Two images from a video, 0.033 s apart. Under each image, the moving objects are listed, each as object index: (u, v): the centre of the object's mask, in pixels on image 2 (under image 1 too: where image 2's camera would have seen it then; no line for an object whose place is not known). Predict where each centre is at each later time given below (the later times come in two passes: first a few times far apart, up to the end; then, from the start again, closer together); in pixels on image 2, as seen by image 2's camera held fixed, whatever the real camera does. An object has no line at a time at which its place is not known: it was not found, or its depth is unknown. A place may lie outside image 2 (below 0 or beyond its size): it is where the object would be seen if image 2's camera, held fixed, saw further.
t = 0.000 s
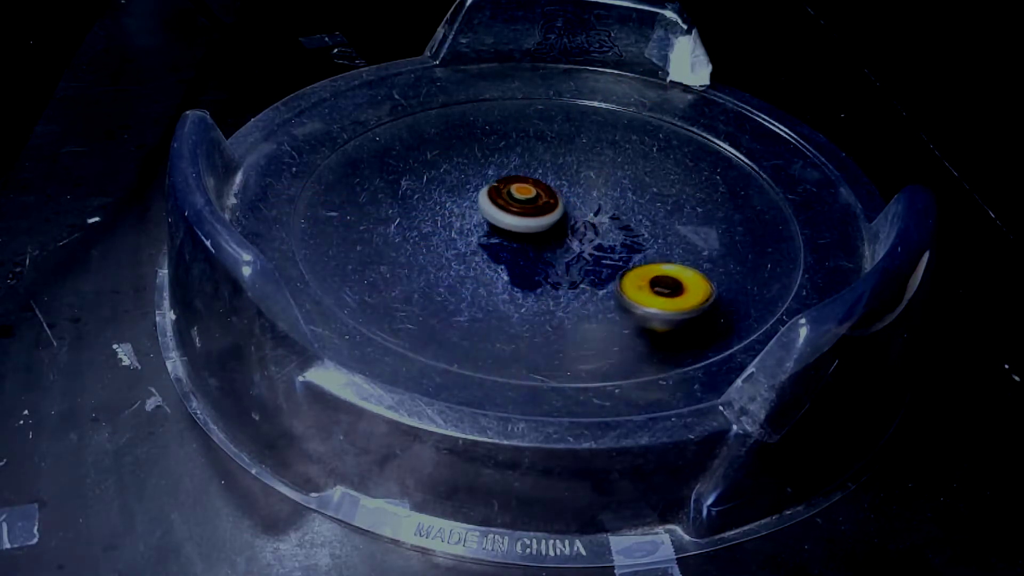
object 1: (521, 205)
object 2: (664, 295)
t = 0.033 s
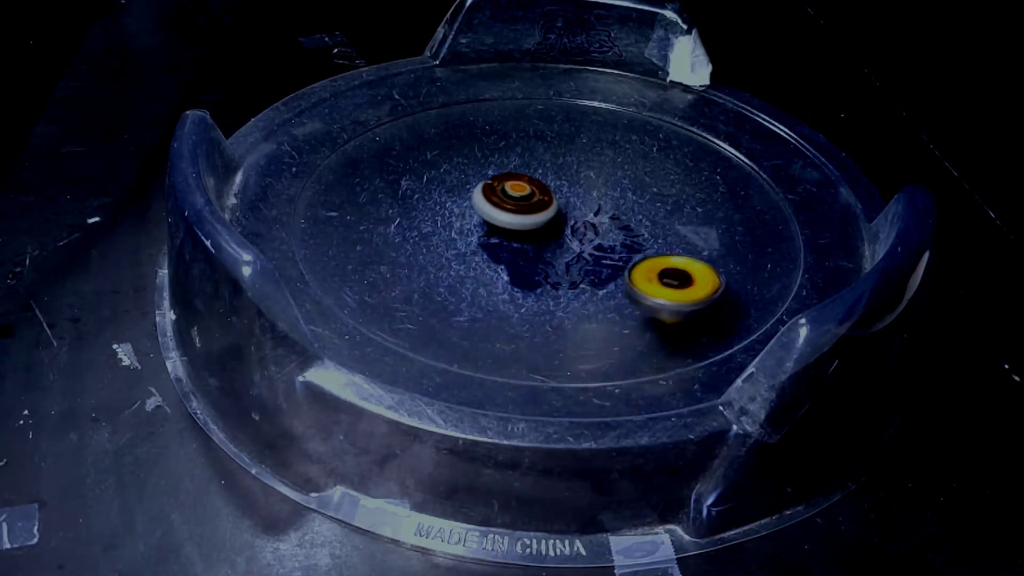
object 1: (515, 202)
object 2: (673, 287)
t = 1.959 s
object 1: (522, 224)
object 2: (662, 235)
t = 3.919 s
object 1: (458, 232)
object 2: (574, 254)
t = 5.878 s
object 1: (554, 228)
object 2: (654, 218)
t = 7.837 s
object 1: (476, 144)
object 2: (496, 321)
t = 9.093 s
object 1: (624, 227)
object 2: (445, 156)
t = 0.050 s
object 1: (512, 201)
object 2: (676, 282)
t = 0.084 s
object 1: (506, 199)
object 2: (681, 273)
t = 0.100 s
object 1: (503, 199)
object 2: (682, 268)
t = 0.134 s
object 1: (497, 198)
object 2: (682, 258)
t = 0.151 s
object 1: (494, 198)
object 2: (681, 253)
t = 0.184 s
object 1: (489, 199)
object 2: (676, 243)
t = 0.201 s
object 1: (487, 199)
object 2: (673, 238)
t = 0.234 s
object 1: (483, 200)
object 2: (665, 229)
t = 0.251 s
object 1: (482, 200)
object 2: (659, 225)
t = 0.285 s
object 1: (479, 202)
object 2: (648, 216)
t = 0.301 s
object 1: (478, 202)
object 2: (641, 212)
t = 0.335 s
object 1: (476, 204)
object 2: (626, 204)
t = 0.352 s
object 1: (476, 205)
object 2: (618, 200)
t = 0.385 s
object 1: (476, 207)
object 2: (601, 193)
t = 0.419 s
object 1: (477, 209)
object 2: (584, 187)
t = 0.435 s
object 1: (478, 210)
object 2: (576, 184)
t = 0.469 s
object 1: (480, 212)
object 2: (558, 180)
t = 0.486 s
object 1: (481, 213)
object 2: (548, 177)
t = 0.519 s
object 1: (481, 217)
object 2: (533, 170)
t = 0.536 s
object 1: (481, 220)
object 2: (526, 168)
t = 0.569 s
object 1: (484, 222)
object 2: (510, 163)
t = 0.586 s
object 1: (486, 223)
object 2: (503, 162)
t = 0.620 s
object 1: (491, 224)
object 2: (486, 161)
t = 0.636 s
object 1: (494, 225)
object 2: (478, 161)
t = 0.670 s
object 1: (501, 225)
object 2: (464, 163)
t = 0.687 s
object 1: (504, 225)
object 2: (457, 163)
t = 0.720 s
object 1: (512, 225)
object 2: (445, 165)
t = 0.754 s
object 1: (519, 225)
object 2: (436, 168)
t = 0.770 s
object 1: (522, 224)
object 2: (432, 170)
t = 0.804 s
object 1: (529, 223)
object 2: (426, 174)
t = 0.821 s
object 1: (532, 223)
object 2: (424, 176)
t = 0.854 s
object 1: (538, 221)
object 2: (420, 181)
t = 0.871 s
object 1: (540, 220)
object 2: (418, 184)
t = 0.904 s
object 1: (544, 218)
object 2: (417, 189)
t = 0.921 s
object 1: (546, 217)
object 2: (416, 192)
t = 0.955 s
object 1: (549, 214)
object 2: (417, 197)
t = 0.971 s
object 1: (551, 213)
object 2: (418, 200)
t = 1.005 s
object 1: (553, 210)
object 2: (420, 206)
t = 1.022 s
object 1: (554, 209)
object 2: (422, 209)
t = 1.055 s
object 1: (556, 207)
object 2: (427, 214)
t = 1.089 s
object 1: (557, 205)
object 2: (433, 220)
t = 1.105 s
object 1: (558, 204)
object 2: (436, 223)
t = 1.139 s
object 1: (559, 202)
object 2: (446, 228)
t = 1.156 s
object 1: (559, 201)
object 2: (450, 230)
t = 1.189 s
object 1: (558, 199)
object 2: (461, 235)
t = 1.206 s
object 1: (558, 198)
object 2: (467, 236)
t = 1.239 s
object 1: (557, 197)
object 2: (479, 240)
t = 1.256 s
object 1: (557, 197)
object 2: (485, 241)
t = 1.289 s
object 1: (556, 196)
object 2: (498, 243)
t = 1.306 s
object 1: (555, 195)
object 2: (504, 243)
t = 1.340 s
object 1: (554, 194)
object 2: (515, 242)
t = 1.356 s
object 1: (554, 193)
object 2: (521, 243)
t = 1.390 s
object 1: (552, 191)
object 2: (532, 241)
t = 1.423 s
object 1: (550, 190)
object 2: (543, 239)
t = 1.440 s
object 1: (549, 189)
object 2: (550, 238)
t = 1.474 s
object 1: (547, 182)
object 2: (556, 239)
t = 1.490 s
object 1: (546, 180)
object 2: (559, 247)
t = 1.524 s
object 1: (545, 173)
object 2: (563, 257)
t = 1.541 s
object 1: (545, 171)
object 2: (564, 261)
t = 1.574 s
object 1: (542, 168)
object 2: (565, 266)
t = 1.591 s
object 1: (541, 168)
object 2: (566, 268)
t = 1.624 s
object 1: (537, 170)
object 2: (573, 269)
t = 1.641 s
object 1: (534, 171)
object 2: (578, 270)
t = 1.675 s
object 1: (529, 175)
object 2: (590, 268)
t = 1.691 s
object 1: (526, 179)
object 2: (597, 267)
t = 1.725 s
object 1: (522, 184)
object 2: (611, 265)
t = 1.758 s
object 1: (520, 191)
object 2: (622, 262)
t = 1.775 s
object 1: (519, 193)
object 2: (628, 260)
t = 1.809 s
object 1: (517, 200)
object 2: (639, 256)
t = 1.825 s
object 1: (516, 202)
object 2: (643, 254)
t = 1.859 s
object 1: (516, 208)
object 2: (651, 249)
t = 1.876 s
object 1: (516, 211)
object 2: (654, 247)
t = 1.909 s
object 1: (518, 216)
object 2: (658, 242)
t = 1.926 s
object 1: (519, 219)
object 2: (660, 240)
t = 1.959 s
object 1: (522, 224)
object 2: (662, 235)
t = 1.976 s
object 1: (524, 227)
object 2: (663, 232)
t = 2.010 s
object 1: (528, 232)
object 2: (663, 227)
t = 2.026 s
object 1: (531, 234)
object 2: (662, 225)
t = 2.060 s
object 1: (537, 239)
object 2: (659, 221)
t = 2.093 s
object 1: (543, 243)
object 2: (655, 216)
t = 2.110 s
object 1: (546, 245)
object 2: (653, 214)
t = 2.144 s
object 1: (553, 248)
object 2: (648, 211)
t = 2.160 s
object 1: (556, 250)
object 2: (645, 209)
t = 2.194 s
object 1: (563, 252)
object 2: (639, 206)
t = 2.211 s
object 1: (566, 253)
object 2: (635, 204)
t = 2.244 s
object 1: (573, 254)
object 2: (627, 200)
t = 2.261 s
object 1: (576, 255)
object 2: (623, 199)
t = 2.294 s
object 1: (583, 257)
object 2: (613, 196)
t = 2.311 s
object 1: (586, 257)
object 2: (608, 196)
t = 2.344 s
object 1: (592, 258)
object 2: (599, 195)
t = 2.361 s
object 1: (595, 258)
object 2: (593, 195)
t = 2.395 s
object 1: (599, 258)
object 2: (583, 195)
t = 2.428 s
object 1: (604, 257)
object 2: (571, 196)
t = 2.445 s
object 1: (606, 256)
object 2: (566, 196)
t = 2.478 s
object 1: (610, 256)
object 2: (555, 197)
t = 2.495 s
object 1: (611, 255)
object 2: (551, 198)
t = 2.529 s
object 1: (614, 254)
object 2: (541, 199)
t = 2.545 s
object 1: (615, 253)
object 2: (536, 200)
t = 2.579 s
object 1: (616, 251)
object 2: (526, 203)
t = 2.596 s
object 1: (617, 251)
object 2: (521, 204)
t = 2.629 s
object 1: (616, 249)
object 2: (513, 206)
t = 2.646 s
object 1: (616, 248)
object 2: (510, 208)
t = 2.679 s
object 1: (615, 246)
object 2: (504, 211)
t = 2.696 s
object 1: (614, 245)
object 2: (501, 213)
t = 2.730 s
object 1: (611, 243)
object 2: (497, 217)
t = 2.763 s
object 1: (608, 240)
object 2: (493, 221)
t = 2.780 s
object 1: (606, 240)
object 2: (492, 223)
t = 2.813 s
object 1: (602, 238)
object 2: (490, 226)
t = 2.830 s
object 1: (600, 237)
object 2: (489, 227)
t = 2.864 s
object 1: (594, 235)
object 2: (487, 231)
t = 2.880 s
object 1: (592, 235)
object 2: (486, 233)
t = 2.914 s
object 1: (586, 234)
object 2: (486, 236)
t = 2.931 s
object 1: (583, 233)
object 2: (486, 238)
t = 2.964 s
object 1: (578, 232)
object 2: (487, 241)
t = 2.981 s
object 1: (575, 231)
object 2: (487, 242)
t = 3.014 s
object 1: (576, 228)
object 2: (478, 246)
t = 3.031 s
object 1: (589, 223)
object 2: (458, 249)
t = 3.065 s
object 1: (610, 213)
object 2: (424, 252)
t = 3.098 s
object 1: (624, 203)
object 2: (401, 256)
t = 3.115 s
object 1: (629, 199)
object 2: (392, 258)
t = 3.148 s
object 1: (633, 192)
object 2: (385, 264)
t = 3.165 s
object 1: (632, 190)
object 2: (384, 267)
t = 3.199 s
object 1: (625, 186)
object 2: (384, 274)
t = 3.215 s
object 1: (619, 185)
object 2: (385, 278)
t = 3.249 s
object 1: (606, 183)
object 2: (388, 282)
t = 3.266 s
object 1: (599, 182)
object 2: (391, 285)
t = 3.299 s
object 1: (586, 180)
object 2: (395, 289)
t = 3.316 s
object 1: (579, 179)
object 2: (399, 291)
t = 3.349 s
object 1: (566, 179)
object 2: (404, 294)
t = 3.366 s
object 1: (560, 179)
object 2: (407, 295)
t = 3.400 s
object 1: (547, 179)
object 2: (413, 297)
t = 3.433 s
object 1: (535, 180)
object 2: (421, 299)
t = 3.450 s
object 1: (529, 181)
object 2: (425, 300)
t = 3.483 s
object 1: (518, 182)
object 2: (433, 300)
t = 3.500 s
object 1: (512, 183)
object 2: (437, 300)
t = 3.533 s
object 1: (502, 186)
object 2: (447, 300)
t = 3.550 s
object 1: (497, 188)
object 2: (452, 301)
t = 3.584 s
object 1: (489, 191)
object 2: (465, 301)
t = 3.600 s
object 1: (486, 193)
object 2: (471, 300)
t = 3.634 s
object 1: (479, 198)
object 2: (484, 298)
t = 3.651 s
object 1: (476, 200)
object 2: (489, 297)
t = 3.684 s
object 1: (471, 204)
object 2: (502, 294)
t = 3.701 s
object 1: (470, 207)
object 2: (509, 293)
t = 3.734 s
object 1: (467, 211)
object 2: (518, 289)
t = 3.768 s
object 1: (465, 217)
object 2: (528, 284)
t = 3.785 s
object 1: (465, 219)
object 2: (533, 281)
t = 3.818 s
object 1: (464, 224)
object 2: (540, 275)
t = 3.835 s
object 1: (465, 226)
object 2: (543, 271)
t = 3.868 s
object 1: (466, 230)
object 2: (550, 263)
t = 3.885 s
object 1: (467, 233)
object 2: (552, 259)
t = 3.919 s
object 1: (458, 232)
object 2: (574, 254)
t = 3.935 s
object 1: (453, 232)
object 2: (586, 252)
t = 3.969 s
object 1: (446, 231)
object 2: (609, 245)
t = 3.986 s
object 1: (445, 232)
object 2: (617, 241)
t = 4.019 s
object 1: (445, 234)
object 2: (627, 231)
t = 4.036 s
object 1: (446, 236)
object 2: (631, 225)
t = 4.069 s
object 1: (450, 240)
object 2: (633, 211)
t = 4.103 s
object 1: (456, 244)
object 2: (633, 196)
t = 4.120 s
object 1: (459, 246)
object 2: (632, 189)
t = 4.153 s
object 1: (466, 250)
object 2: (627, 174)
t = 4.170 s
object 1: (470, 252)
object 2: (623, 167)
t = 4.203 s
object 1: (479, 254)
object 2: (615, 153)
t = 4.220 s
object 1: (483, 256)
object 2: (610, 148)
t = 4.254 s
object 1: (492, 258)
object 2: (598, 136)
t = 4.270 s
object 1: (497, 258)
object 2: (592, 131)
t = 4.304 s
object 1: (507, 259)
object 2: (579, 122)
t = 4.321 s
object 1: (512, 259)
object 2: (572, 119)
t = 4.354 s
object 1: (521, 258)
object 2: (559, 113)
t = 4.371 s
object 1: (525, 258)
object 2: (552, 111)
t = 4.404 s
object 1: (533, 256)
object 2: (539, 108)
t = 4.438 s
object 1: (539, 254)
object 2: (528, 106)
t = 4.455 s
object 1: (543, 253)
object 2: (523, 105)
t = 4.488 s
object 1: (549, 250)
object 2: (513, 105)
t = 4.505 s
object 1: (552, 248)
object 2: (507, 105)
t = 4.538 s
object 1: (557, 244)
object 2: (498, 107)
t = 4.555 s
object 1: (560, 242)
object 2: (493, 108)
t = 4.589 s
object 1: (564, 238)
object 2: (484, 111)
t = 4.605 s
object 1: (566, 235)
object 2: (480, 113)
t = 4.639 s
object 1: (568, 231)
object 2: (471, 118)
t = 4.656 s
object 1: (569, 228)
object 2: (468, 121)
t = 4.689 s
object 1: (569, 224)
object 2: (461, 127)
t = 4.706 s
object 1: (569, 222)
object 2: (458, 130)
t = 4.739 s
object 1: (568, 218)
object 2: (453, 138)
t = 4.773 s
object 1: (566, 213)
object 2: (449, 146)
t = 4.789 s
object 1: (565, 212)
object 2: (448, 150)
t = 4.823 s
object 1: (562, 208)
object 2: (448, 159)
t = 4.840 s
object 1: (561, 207)
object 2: (448, 164)
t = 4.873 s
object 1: (557, 204)
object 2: (449, 174)
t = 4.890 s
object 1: (556, 203)
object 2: (450, 179)
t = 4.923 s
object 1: (552, 200)
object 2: (454, 190)
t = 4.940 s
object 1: (551, 199)
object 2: (457, 196)
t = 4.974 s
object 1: (548, 197)
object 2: (464, 206)
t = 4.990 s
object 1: (547, 196)
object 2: (469, 211)
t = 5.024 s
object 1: (545, 194)
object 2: (479, 221)
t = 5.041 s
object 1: (543, 193)
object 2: (486, 226)
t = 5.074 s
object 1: (539, 192)
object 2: (499, 234)
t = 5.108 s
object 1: (533, 192)
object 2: (512, 242)
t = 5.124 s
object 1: (531, 192)
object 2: (520, 244)
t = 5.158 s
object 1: (526, 193)
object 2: (534, 250)
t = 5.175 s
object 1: (525, 194)
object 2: (542, 253)
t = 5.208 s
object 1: (521, 196)
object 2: (557, 256)
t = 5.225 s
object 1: (520, 197)
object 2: (566, 258)
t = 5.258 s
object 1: (515, 197)
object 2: (581, 260)
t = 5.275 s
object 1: (513, 198)
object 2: (588, 261)
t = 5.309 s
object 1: (510, 199)
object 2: (604, 261)
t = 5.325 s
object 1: (510, 200)
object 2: (611, 262)
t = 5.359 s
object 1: (508, 203)
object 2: (626, 261)
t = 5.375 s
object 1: (509, 204)
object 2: (631, 260)
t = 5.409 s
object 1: (509, 206)
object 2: (644, 258)
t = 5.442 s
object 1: (511, 210)
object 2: (654, 256)
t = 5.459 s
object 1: (512, 211)
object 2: (659, 254)
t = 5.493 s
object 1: (515, 214)
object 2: (666, 251)
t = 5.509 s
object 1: (517, 215)
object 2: (669, 249)
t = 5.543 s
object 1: (520, 217)
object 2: (673, 245)
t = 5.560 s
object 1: (521, 218)
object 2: (675, 244)
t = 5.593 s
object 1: (524, 220)
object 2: (678, 241)
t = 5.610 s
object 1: (526, 221)
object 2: (679, 239)
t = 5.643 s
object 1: (530, 223)
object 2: (680, 235)
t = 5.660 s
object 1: (532, 223)
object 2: (680, 234)
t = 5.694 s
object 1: (535, 225)
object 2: (679, 230)
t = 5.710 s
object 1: (537, 225)
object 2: (677, 229)
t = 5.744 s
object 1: (541, 225)
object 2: (675, 226)
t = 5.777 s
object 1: (544, 226)
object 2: (671, 224)
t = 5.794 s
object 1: (545, 227)
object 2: (669, 223)
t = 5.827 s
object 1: (549, 227)
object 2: (664, 220)
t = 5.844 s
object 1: (551, 227)
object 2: (661, 220)
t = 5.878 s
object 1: (554, 228)
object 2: (654, 218)
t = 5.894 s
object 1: (555, 228)
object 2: (651, 217)
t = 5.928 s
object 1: (547, 228)
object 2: (655, 214)
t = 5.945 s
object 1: (538, 228)
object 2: (662, 213)
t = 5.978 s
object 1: (523, 227)
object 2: (669, 212)
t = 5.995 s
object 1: (517, 226)
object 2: (668, 212)
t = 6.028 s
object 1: (510, 226)
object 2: (665, 210)
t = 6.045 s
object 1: (508, 226)
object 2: (662, 209)
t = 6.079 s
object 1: (508, 228)
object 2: (657, 207)
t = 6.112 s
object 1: (511, 231)
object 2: (650, 205)
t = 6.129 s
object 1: (513, 233)
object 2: (646, 204)
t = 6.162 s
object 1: (516, 236)
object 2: (640, 203)
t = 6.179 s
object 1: (518, 237)
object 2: (636, 202)
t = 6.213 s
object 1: (523, 240)
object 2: (627, 202)
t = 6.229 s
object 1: (525, 241)
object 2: (622, 202)
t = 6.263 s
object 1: (530, 243)
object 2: (613, 201)
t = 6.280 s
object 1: (532, 244)
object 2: (607, 201)
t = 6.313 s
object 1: (536, 246)
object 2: (599, 201)
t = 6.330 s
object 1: (531, 250)
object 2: (600, 197)
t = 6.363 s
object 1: (520, 258)
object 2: (607, 189)
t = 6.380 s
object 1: (516, 261)
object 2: (608, 186)
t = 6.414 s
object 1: (512, 266)
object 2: (605, 181)
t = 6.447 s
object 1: (513, 269)
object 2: (599, 179)
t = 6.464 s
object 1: (516, 270)
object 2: (594, 179)
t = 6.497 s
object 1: (523, 273)
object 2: (585, 177)
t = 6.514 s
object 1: (526, 274)
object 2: (580, 177)
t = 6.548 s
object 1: (534, 275)
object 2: (571, 177)
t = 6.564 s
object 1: (538, 276)
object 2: (566, 177)
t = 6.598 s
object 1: (546, 276)
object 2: (557, 177)
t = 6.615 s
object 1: (549, 276)
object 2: (552, 179)
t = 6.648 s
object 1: (557, 276)
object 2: (542, 179)
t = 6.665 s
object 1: (560, 275)
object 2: (536, 179)
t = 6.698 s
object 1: (566, 274)
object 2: (527, 181)
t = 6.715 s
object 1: (570, 273)
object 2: (523, 182)
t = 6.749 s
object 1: (575, 271)
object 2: (515, 185)
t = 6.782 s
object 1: (580, 268)
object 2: (506, 188)
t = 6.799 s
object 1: (581, 267)
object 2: (502, 189)
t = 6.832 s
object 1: (584, 264)
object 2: (495, 193)
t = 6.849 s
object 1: (585, 262)
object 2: (492, 195)
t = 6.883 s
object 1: (587, 258)
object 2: (487, 199)
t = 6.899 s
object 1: (587, 257)
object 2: (484, 201)
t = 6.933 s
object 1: (588, 253)
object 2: (482, 205)
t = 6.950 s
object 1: (588, 251)
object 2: (480, 208)
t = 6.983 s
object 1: (587, 248)
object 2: (478, 212)
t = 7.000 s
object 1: (586, 246)
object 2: (477, 213)
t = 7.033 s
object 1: (584, 242)
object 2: (477, 217)
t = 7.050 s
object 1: (583, 240)
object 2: (476, 219)
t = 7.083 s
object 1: (579, 235)
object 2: (477, 224)
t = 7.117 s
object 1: (575, 232)
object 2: (477, 228)
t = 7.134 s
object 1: (573, 230)
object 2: (478, 229)
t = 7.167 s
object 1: (568, 226)
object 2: (479, 234)
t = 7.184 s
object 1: (566, 225)
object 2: (479, 235)
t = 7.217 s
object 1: (561, 221)
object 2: (483, 239)
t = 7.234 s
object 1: (558, 220)
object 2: (483, 240)
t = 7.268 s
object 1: (556, 215)
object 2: (481, 244)
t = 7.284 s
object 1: (566, 206)
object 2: (463, 252)
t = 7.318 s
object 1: (585, 191)
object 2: (432, 262)
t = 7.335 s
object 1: (593, 183)
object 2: (423, 267)
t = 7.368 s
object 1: (604, 169)
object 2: (409, 275)
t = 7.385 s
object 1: (607, 163)
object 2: (405, 279)
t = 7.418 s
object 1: (608, 154)
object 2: (407, 288)
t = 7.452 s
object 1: (603, 147)
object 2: (413, 297)
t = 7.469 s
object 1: (598, 145)
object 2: (416, 300)
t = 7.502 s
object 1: (587, 140)
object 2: (423, 307)
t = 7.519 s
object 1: (581, 138)
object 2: (426, 309)
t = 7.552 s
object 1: (569, 135)
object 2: (434, 313)
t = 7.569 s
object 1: (562, 133)
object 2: (438, 315)
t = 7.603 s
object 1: (550, 131)
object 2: (446, 319)
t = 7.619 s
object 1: (543, 130)
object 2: (449, 319)
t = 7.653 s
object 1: (531, 130)
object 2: (456, 320)
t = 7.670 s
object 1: (525, 130)
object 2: (460, 321)
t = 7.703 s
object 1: (514, 131)
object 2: (467, 323)
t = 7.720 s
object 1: (509, 131)
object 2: (469, 322)
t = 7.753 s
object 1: (498, 134)
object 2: (476, 323)
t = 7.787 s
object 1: (488, 137)
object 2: (485, 323)
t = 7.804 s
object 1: (484, 139)
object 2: (487, 322)
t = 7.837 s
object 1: (476, 144)
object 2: (496, 321)
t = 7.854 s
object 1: (472, 146)
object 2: (502, 322)
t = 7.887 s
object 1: (466, 151)
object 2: (511, 320)
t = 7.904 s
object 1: (463, 154)
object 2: (516, 318)
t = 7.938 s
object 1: (458, 160)
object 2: (527, 317)
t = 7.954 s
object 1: (457, 164)
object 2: (532, 315)
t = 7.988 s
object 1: (454, 171)
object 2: (545, 312)
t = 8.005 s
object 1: (453, 174)
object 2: (551, 310)
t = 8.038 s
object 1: (452, 181)
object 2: (562, 304)
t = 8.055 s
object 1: (452, 185)
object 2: (567, 300)
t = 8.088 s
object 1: (454, 193)
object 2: (575, 291)
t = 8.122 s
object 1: (457, 201)
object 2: (583, 282)
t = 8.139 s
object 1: (458, 204)
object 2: (585, 279)
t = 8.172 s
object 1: (464, 212)
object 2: (591, 268)
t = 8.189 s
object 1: (467, 215)
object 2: (593, 263)
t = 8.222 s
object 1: (474, 222)
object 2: (594, 251)
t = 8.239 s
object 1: (478, 225)
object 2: (594, 245)
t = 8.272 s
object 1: (486, 232)
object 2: (593, 232)
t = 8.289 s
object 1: (491, 234)
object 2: (591, 226)
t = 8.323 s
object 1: (500, 239)
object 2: (587, 214)
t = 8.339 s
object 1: (504, 241)
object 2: (583, 207)
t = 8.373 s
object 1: (514, 245)
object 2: (576, 194)
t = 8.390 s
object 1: (518, 247)
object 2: (572, 188)
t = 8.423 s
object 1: (529, 250)
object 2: (562, 177)
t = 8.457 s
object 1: (539, 253)
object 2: (552, 167)
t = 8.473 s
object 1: (545, 253)
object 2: (546, 162)
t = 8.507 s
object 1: (555, 255)
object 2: (535, 153)
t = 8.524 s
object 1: (560, 255)
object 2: (530, 149)
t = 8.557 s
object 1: (569, 255)
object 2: (518, 142)
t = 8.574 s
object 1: (574, 255)
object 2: (512, 140)
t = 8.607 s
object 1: (583, 255)
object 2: (502, 133)
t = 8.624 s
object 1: (587, 255)
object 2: (497, 131)
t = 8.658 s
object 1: (594, 254)
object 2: (488, 129)
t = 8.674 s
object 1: (598, 253)
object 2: (483, 127)
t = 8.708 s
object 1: (603, 252)
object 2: (475, 126)
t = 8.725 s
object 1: (606, 251)
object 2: (471, 124)
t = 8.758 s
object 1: (611, 249)
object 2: (463, 124)
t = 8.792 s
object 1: (615, 247)
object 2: (458, 124)
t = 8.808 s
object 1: (617, 246)
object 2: (455, 126)
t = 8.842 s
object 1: (620, 244)
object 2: (451, 127)
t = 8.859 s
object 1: (622, 243)
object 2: (449, 127)
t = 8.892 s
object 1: (625, 241)
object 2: (447, 130)
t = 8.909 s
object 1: (626, 240)
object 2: (445, 132)
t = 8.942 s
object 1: (627, 238)
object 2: (444, 135)
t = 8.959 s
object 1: (627, 237)
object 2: (443, 136)
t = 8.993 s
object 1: (627, 234)
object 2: (442, 141)
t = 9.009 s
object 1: (627, 233)
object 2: (442, 143)
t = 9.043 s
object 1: (626, 231)
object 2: (442, 148)
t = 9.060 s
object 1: (626, 230)
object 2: (443, 150)
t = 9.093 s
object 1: (624, 227)
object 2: (445, 156)
